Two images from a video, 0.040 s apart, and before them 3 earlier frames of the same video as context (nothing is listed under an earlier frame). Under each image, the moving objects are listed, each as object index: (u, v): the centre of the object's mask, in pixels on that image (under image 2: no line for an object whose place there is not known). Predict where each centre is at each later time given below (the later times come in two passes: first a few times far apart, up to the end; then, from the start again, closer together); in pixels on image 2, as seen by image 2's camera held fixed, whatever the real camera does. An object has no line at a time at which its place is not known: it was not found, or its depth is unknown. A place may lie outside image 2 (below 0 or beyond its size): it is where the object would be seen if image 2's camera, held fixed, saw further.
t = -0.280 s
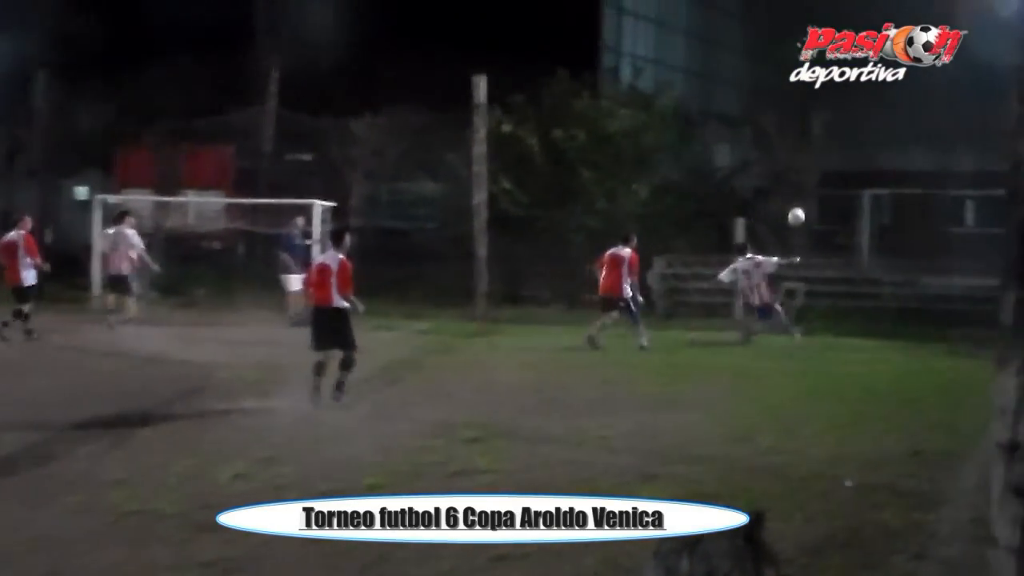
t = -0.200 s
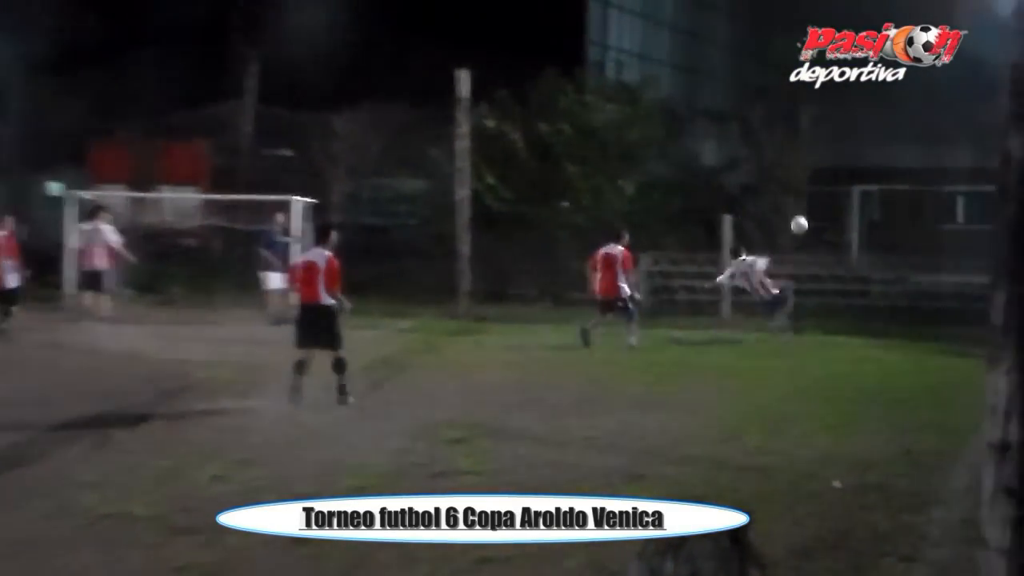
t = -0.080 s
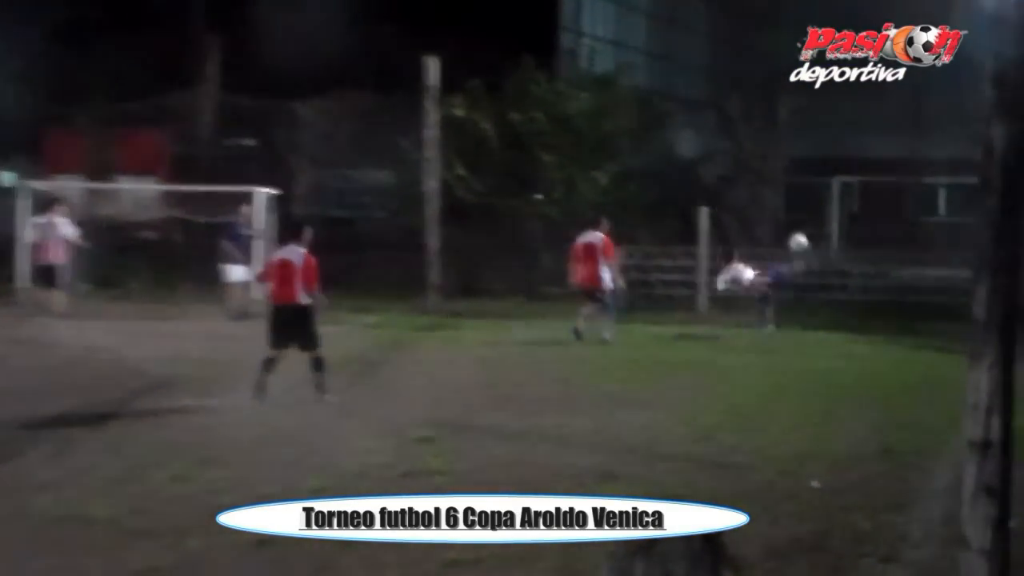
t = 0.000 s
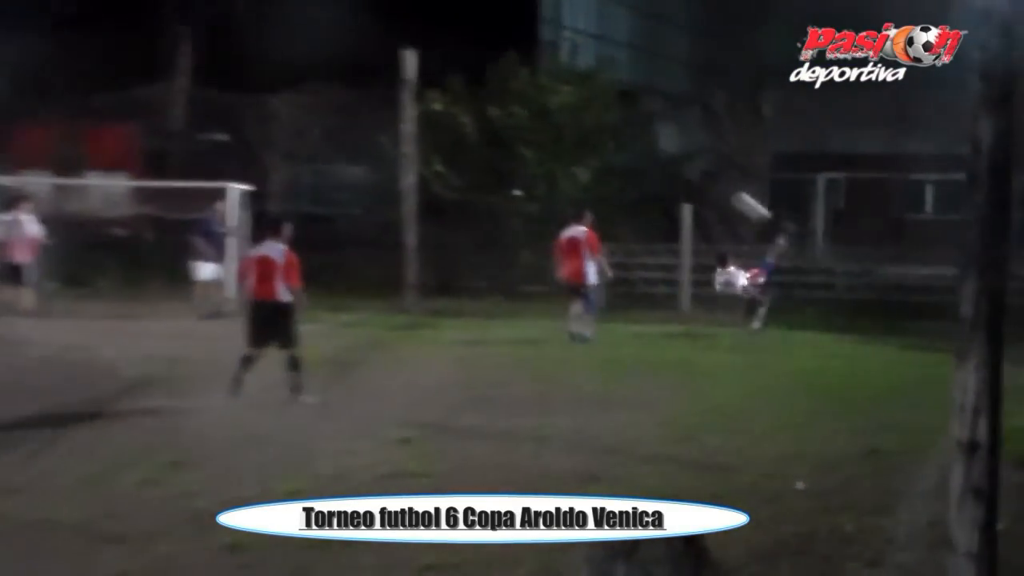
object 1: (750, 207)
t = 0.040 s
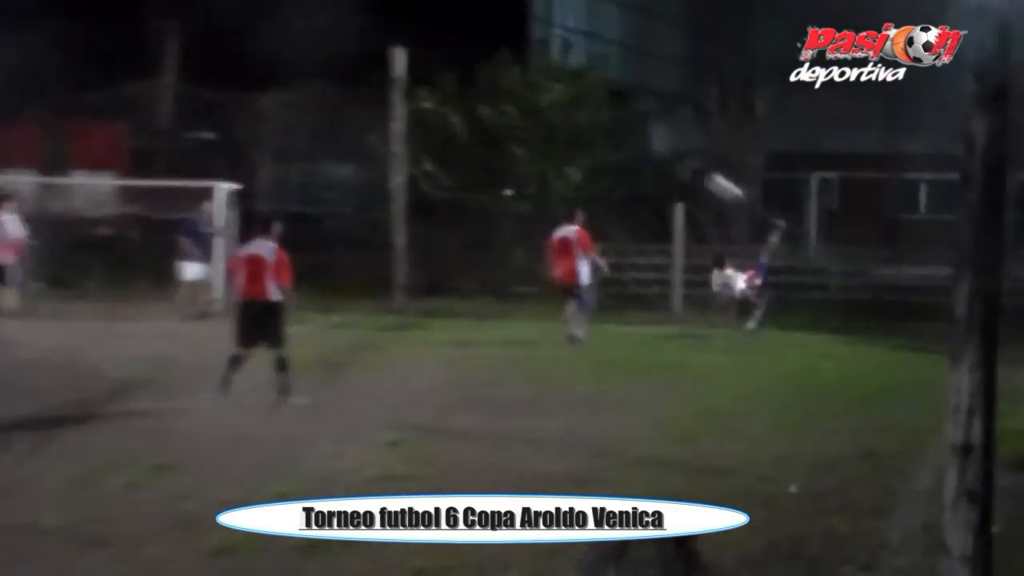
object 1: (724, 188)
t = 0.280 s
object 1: (599, 93)
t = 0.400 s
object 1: (536, 64)
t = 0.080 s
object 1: (703, 166)
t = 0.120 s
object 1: (686, 149)
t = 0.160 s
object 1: (663, 137)
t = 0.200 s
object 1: (640, 119)
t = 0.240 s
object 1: (621, 106)
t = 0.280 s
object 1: (599, 93)
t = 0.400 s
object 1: (536, 64)
